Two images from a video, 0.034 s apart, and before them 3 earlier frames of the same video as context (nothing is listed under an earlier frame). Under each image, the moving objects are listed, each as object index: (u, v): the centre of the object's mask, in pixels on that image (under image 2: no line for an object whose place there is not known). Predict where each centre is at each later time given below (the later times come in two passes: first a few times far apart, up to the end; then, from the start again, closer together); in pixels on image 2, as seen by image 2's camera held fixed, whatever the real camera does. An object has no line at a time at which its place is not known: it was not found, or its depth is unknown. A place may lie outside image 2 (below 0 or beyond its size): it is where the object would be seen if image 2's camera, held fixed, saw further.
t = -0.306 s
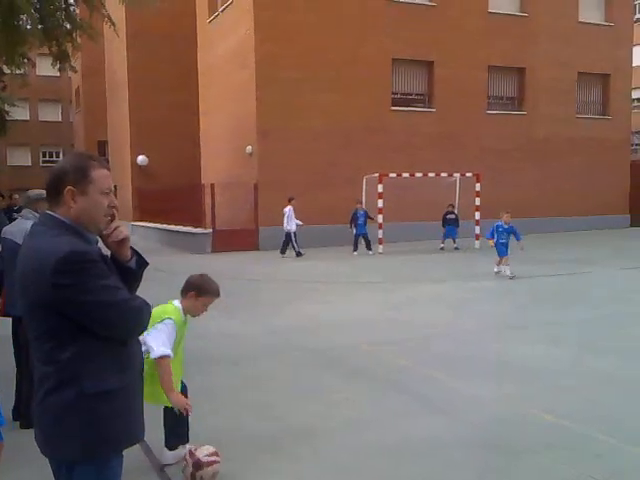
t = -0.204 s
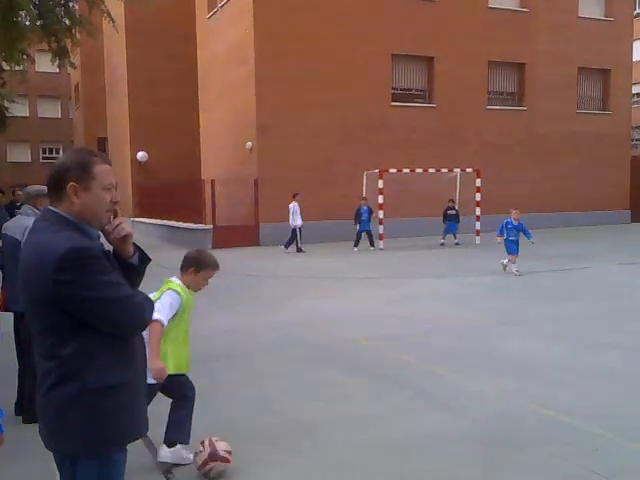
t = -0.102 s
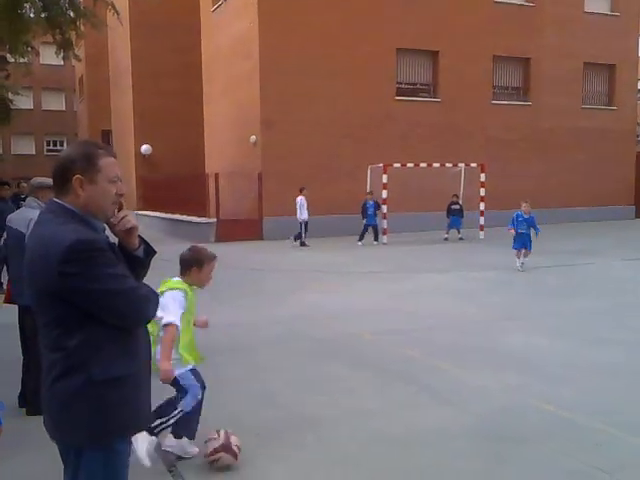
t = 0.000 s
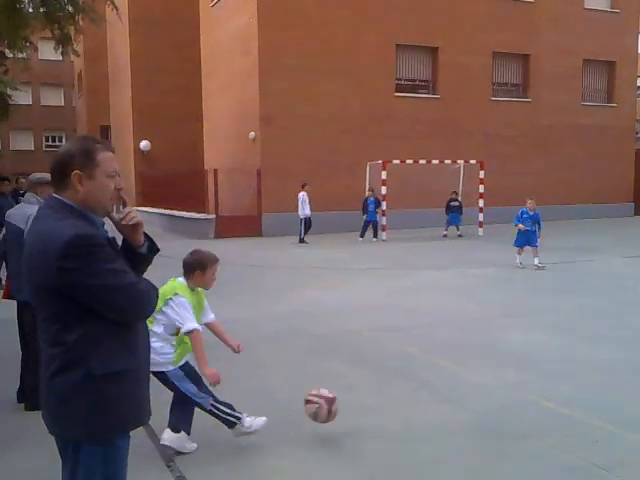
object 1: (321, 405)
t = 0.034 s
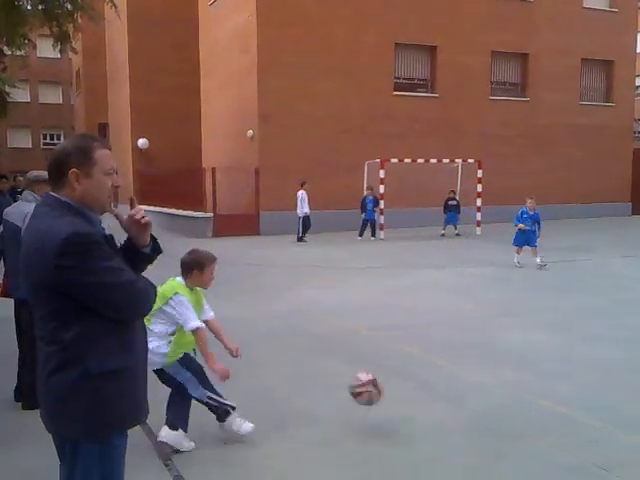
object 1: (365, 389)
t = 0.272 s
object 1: (608, 343)
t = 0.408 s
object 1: (692, 335)
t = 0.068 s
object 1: (410, 377)
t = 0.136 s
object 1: (486, 358)
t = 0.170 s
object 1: (520, 353)
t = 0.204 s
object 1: (551, 348)
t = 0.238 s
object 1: (581, 345)
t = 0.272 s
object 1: (608, 343)
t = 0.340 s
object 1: (657, 344)
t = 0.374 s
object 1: (677, 343)
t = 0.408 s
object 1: (692, 335)
